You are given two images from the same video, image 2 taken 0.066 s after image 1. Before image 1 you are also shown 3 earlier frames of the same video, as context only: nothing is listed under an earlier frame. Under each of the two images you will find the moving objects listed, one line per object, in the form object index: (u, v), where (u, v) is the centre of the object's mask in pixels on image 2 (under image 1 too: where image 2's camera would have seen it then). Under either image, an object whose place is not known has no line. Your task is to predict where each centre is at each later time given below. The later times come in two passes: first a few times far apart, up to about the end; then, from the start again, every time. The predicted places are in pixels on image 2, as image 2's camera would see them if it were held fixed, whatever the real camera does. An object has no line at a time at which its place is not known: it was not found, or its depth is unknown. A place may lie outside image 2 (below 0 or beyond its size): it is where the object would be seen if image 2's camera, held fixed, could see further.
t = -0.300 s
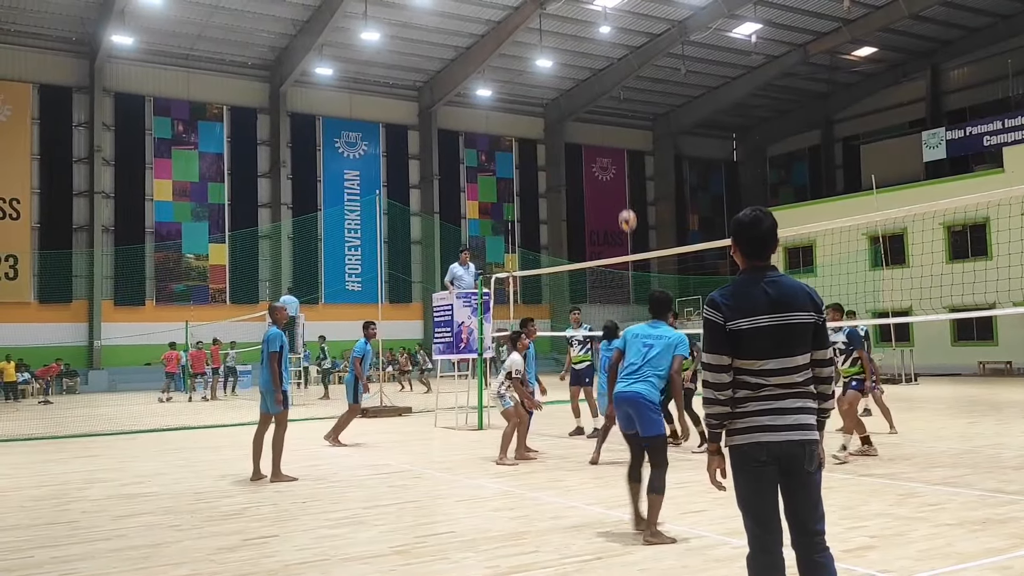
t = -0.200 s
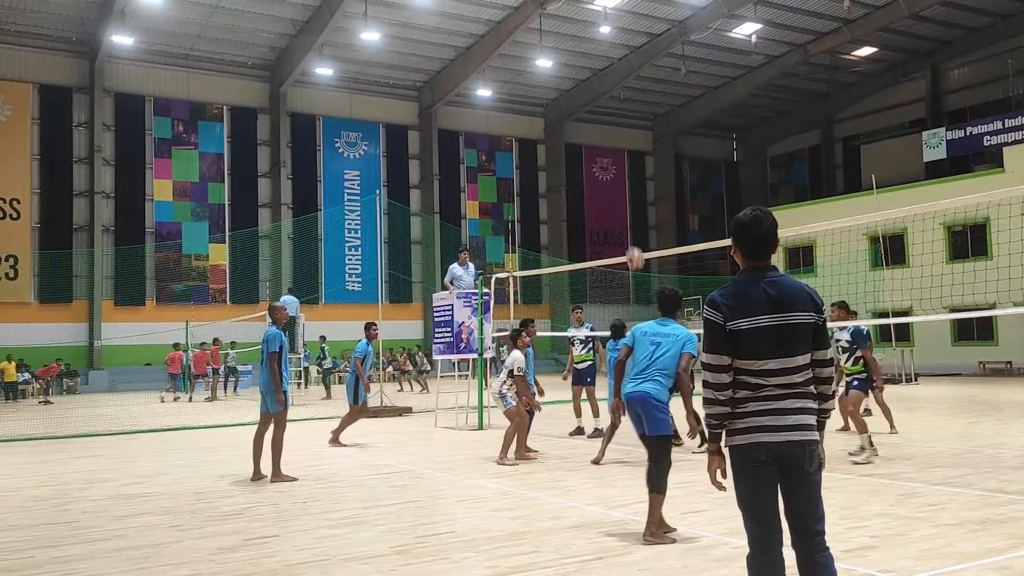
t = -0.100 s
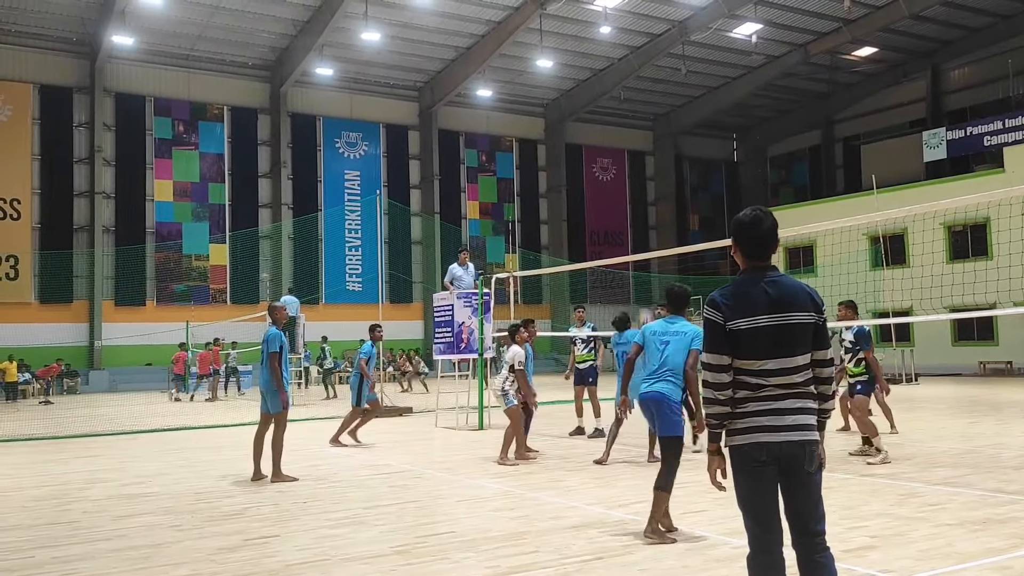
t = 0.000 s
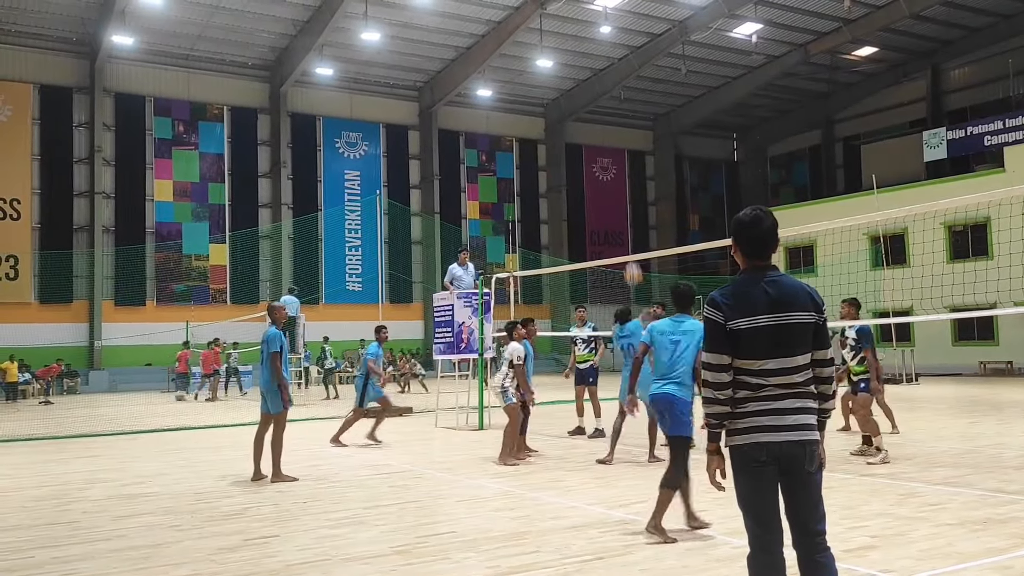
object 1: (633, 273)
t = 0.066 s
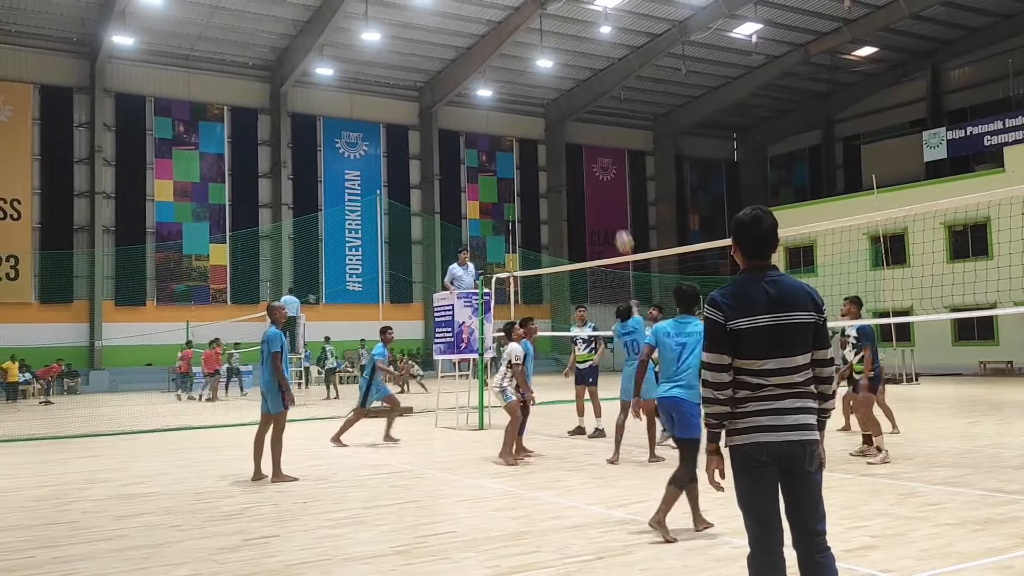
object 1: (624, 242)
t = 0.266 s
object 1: (600, 170)
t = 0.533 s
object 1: (570, 131)
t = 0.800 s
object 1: (546, 145)
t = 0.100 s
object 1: (620, 227)
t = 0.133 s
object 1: (616, 214)
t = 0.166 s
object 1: (611, 201)
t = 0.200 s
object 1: (607, 190)
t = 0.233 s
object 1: (604, 180)
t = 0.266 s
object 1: (600, 170)
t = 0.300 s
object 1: (596, 162)
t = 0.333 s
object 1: (592, 155)
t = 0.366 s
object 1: (588, 148)
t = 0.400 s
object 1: (584, 143)
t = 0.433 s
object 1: (581, 138)
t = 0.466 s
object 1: (577, 135)
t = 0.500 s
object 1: (573, 132)
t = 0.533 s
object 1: (570, 131)
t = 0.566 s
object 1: (567, 129)
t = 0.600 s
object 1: (563, 129)
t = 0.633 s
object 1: (560, 130)
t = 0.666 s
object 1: (558, 132)
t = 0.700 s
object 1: (554, 134)
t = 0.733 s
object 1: (551, 137)
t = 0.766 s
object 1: (548, 141)
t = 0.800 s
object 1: (546, 145)
